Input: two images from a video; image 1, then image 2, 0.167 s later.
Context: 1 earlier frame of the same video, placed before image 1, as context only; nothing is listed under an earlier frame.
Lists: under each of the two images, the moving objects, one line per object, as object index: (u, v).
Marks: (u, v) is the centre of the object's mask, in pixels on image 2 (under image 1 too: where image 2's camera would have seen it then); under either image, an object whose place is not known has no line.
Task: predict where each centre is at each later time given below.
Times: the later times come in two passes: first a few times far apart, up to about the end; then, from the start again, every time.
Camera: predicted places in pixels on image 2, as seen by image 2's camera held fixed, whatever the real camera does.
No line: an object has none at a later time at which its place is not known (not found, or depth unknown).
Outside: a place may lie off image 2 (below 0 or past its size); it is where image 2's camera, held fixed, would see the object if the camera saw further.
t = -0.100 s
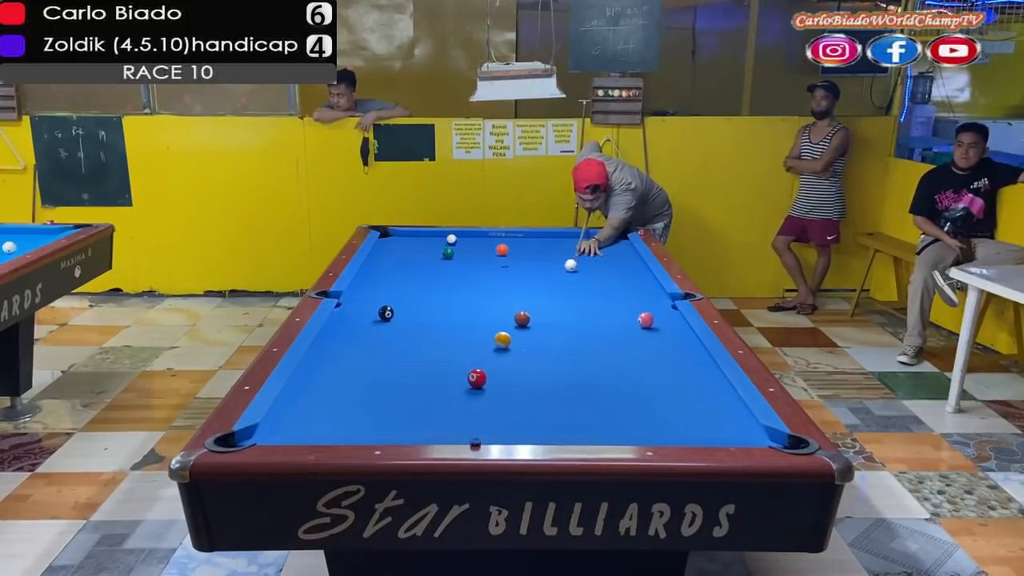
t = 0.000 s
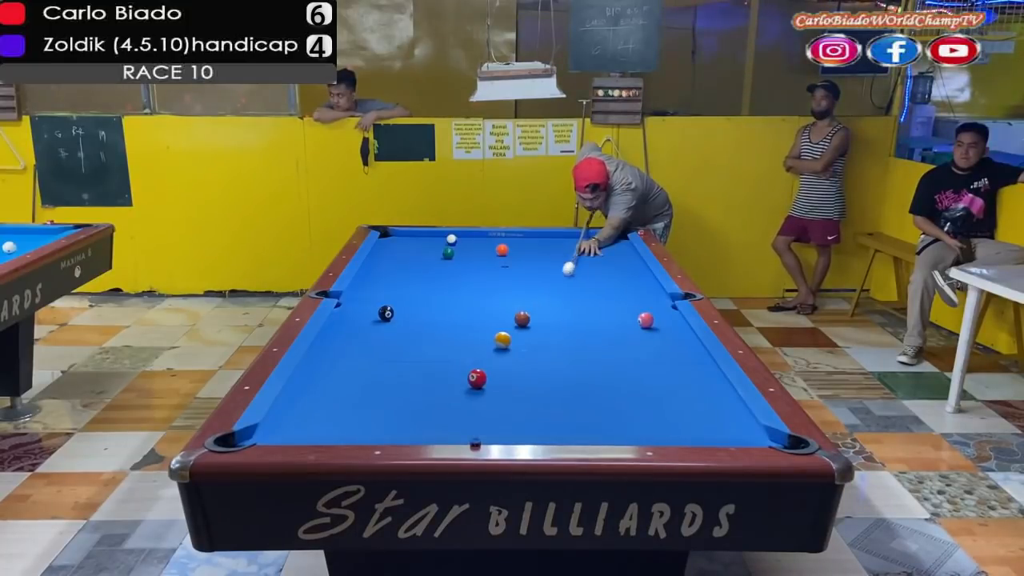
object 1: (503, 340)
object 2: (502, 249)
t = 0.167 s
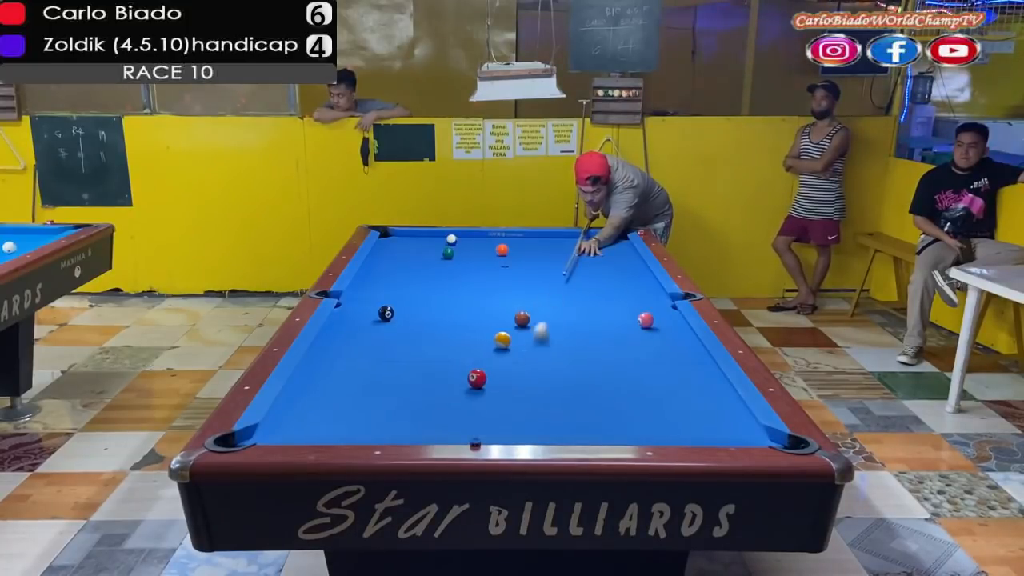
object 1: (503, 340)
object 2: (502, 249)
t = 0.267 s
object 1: (503, 339)
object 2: (502, 250)
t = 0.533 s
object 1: (503, 339)
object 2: (502, 249)
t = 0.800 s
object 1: (583, 306)
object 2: (502, 249)
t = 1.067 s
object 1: (638, 284)
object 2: (502, 250)
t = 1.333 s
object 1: (620, 269)
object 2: (502, 249)
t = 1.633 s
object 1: (583, 257)
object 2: (502, 249)
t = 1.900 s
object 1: (555, 247)
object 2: (502, 250)
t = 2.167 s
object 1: (530, 238)
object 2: (502, 250)
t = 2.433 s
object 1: (506, 235)
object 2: (502, 250)
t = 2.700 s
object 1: (483, 239)
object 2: (502, 250)
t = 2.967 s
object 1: (459, 243)
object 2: (502, 249)
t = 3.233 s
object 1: (434, 247)
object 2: (508, 249)
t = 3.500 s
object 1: (410, 250)
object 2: (518, 249)
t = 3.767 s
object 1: (386, 254)
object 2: (527, 248)
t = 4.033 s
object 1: (377, 258)
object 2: (535, 248)
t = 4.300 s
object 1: (387, 261)
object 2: (541, 248)
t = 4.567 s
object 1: (397, 264)
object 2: (546, 248)
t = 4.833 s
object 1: (407, 267)
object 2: (550, 247)
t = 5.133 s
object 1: (416, 270)
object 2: (552, 247)
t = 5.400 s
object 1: (424, 272)
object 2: (553, 247)
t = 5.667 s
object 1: (431, 274)
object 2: (553, 247)
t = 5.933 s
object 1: (437, 275)
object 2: (553, 247)
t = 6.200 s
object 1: (442, 277)
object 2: (553, 247)
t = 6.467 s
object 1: (447, 278)
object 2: (553, 247)
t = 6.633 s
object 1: (449, 279)
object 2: (553, 247)
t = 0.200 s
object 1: (503, 340)
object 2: (502, 249)
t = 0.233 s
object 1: (503, 339)
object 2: (502, 250)
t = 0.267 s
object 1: (503, 339)
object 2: (502, 250)
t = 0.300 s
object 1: (503, 340)
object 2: (502, 249)
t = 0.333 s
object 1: (503, 340)
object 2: (502, 249)
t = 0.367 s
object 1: (503, 340)
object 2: (502, 249)
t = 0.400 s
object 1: (503, 340)
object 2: (502, 249)
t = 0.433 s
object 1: (503, 340)
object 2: (502, 249)
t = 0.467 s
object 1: (503, 340)
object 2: (502, 249)
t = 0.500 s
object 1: (503, 340)
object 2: (502, 249)
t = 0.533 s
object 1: (503, 339)
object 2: (502, 249)
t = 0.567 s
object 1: (512, 335)
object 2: (502, 249)
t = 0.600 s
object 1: (525, 329)
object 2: (502, 249)
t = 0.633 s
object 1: (537, 325)
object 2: (502, 249)
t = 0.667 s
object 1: (547, 321)
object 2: (502, 250)
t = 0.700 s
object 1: (557, 316)
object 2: (502, 249)
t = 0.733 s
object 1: (567, 313)
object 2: (502, 249)
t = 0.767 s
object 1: (575, 310)
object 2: (502, 249)
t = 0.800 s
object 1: (583, 306)
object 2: (502, 249)
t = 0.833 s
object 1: (590, 303)
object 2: (502, 250)
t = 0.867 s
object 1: (598, 300)
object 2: (502, 250)
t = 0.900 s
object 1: (605, 297)
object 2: (502, 249)
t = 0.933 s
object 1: (612, 294)
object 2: (502, 249)
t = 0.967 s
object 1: (619, 292)
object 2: (502, 249)
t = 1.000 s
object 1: (625, 289)
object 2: (502, 250)
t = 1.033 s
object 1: (632, 286)
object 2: (502, 250)
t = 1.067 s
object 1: (638, 284)
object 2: (502, 250)
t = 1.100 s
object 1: (644, 281)
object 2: (502, 250)
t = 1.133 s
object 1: (650, 279)
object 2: (502, 250)
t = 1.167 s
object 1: (645, 277)
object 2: (502, 250)
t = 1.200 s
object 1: (639, 276)
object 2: (502, 250)
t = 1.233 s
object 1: (634, 274)
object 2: (502, 250)
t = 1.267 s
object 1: (629, 272)
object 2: (502, 250)
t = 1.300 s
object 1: (625, 271)
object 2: (502, 249)
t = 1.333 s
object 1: (620, 269)
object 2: (502, 249)
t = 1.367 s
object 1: (616, 268)
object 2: (502, 250)
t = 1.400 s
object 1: (612, 266)
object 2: (502, 249)
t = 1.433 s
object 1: (608, 265)
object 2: (502, 250)
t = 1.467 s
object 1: (603, 263)
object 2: (502, 249)
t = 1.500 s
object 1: (599, 262)
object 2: (502, 249)
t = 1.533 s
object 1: (595, 261)
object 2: (502, 250)
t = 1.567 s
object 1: (592, 260)
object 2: (502, 250)
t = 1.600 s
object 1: (588, 258)
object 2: (502, 249)
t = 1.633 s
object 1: (583, 257)
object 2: (502, 249)
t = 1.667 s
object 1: (580, 256)
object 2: (502, 249)
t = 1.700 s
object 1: (576, 254)
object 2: (502, 250)
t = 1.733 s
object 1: (573, 253)
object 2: (502, 250)
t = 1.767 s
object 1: (569, 252)
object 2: (502, 250)
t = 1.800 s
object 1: (566, 250)
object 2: (502, 250)
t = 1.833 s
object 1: (562, 249)
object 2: (502, 250)
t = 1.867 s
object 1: (559, 248)
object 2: (502, 250)
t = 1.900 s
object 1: (555, 247)
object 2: (502, 250)
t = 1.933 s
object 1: (552, 246)
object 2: (502, 250)
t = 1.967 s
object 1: (549, 245)
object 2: (502, 250)
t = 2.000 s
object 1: (546, 244)
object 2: (502, 250)
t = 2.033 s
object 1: (542, 242)
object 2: (502, 250)
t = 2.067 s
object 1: (539, 242)
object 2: (502, 250)
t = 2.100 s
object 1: (536, 240)
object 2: (502, 250)
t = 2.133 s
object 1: (533, 239)
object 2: (502, 250)
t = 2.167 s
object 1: (530, 238)
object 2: (502, 250)
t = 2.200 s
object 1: (527, 237)
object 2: (502, 250)
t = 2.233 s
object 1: (524, 236)
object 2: (502, 250)
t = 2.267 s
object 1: (521, 235)
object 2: (502, 250)
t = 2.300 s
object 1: (518, 235)
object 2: (502, 250)
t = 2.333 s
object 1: (516, 233)
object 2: (502, 250)
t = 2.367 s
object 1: (512, 234)
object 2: (502, 250)
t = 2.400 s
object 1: (509, 234)
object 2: (502, 250)
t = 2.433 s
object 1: (506, 235)
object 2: (502, 250)
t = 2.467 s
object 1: (504, 235)
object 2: (502, 250)
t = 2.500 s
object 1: (500, 236)
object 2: (502, 250)
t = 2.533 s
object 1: (498, 236)
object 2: (502, 250)
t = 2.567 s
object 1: (494, 237)
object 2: (502, 250)
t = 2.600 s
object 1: (492, 237)
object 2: (502, 250)
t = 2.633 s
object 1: (489, 238)
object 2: (502, 250)
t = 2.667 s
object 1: (486, 238)
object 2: (502, 250)
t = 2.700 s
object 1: (483, 239)
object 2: (502, 250)
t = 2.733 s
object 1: (480, 239)
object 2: (502, 250)
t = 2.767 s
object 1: (477, 240)
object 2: (502, 250)
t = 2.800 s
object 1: (474, 240)
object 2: (502, 249)
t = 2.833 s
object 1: (471, 241)
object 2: (502, 250)
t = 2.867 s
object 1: (468, 241)
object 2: (502, 250)
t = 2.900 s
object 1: (465, 242)
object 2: (502, 249)
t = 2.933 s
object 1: (462, 242)
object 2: (502, 250)
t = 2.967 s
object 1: (459, 243)
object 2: (502, 249)
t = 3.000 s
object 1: (456, 243)
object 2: (502, 249)
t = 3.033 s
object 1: (453, 243)
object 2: (502, 249)
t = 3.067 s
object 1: (450, 244)
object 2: (502, 250)
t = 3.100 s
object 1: (446, 244)
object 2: (503, 249)
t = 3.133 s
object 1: (443, 245)
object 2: (504, 249)
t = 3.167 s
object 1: (440, 246)
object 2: (505, 250)
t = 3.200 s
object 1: (437, 246)
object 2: (507, 249)
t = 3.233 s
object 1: (434, 247)
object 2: (508, 249)
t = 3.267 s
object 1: (431, 247)
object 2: (510, 249)
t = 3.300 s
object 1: (428, 247)
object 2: (511, 249)
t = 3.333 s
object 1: (425, 248)
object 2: (512, 249)
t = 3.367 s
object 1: (422, 249)
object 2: (514, 249)
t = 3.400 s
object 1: (419, 249)
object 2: (515, 249)
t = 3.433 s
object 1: (416, 249)
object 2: (516, 249)
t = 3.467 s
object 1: (413, 250)
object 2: (517, 249)
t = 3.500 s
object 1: (410, 250)
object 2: (518, 249)
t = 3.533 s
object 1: (407, 251)
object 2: (519, 249)
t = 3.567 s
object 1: (404, 252)
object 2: (521, 249)
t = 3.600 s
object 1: (401, 252)
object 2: (522, 249)
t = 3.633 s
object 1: (398, 253)
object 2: (523, 249)
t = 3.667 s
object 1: (395, 253)
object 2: (524, 248)
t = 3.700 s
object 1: (392, 253)
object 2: (525, 248)
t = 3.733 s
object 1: (389, 254)
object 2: (526, 248)
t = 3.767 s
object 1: (386, 254)
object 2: (527, 248)
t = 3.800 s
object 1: (383, 255)
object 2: (528, 248)
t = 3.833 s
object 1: (380, 255)
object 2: (529, 248)
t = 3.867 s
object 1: (377, 256)
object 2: (530, 248)
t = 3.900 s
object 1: (374, 256)
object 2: (531, 248)
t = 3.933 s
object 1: (373, 257)
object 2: (532, 248)
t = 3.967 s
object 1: (374, 257)
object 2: (533, 248)
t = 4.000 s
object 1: (375, 257)
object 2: (534, 248)
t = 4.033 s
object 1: (377, 258)
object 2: (535, 248)
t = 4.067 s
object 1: (378, 258)
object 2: (535, 248)
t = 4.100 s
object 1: (379, 259)
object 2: (536, 248)
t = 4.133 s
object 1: (380, 259)
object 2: (537, 248)
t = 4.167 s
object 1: (382, 259)
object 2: (538, 248)
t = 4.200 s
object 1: (383, 260)
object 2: (539, 248)
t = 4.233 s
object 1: (385, 260)
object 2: (540, 248)
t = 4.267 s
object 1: (386, 261)
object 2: (540, 248)
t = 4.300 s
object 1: (387, 261)
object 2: (541, 248)
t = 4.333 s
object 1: (388, 261)
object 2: (542, 248)
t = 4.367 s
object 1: (390, 262)
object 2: (543, 248)
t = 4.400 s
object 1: (391, 262)
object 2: (543, 248)
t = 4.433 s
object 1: (392, 262)
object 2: (544, 248)
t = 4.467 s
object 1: (393, 263)
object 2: (544, 247)
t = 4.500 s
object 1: (395, 263)
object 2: (545, 247)
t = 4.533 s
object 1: (396, 264)
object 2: (545, 248)
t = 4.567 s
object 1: (397, 264)
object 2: (546, 248)
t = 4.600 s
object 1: (398, 264)
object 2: (547, 247)
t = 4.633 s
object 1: (399, 265)
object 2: (547, 247)
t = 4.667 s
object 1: (401, 265)
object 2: (547, 248)
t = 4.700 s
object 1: (402, 265)
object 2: (548, 247)
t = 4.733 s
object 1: (403, 266)
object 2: (549, 247)
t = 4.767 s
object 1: (404, 266)
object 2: (549, 247)
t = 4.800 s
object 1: (405, 266)
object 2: (549, 247)
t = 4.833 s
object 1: (407, 267)
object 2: (550, 247)
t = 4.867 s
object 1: (408, 267)
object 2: (550, 247)
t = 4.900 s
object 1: (409, 267)
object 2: (550, 247)
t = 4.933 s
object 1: (410, 268)
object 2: (550, 247)
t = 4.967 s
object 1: (411, 268)
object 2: (551, 247)
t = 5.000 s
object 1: (412, 268)
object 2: (551, 247)
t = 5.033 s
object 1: (413, 269)
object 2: (551, 247)
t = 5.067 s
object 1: (414, 269)
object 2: (551, 247)
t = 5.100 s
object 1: (415, 269)
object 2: (552, 247)
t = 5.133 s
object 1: (416, 270)
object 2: (552, 247)
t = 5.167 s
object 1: (417, 270)
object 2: (552, 247)
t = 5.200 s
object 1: (418, 270)
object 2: (553, 247)
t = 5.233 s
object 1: (419, 271)
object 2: (553, 247)
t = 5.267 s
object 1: (420, 271)
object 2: (553, 247)
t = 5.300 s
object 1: (421, 271)
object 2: (553, 247)
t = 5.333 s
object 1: (422, 271)
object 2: (553, 247)
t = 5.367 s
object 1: (423, 272)
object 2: (553, 247)
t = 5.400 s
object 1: (424, 272)
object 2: (553, 247)
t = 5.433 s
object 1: (425, 272)
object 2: (553, 247)
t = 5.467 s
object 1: (426, 272)
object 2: (553, 247)
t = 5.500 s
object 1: (426, 273)
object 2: (553, 247)
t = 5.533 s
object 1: (427, 273)
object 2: (553, 247)
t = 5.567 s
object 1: (428, 273)
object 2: (553, 247)
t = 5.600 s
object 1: (429, 273)
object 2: (553, 247)
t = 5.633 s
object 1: (430, 273)
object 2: (553, 247)
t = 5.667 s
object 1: (431, 274)
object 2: (553, 247)
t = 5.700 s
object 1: (432, 274)
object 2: (553, 247)
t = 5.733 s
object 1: (432, 274)
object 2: (554, 247)
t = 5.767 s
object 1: (433, 275)
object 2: (554, 247)
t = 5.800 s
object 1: (434, 275)
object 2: (554, 247)
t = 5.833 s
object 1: (435, 275)
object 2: (554, 247)
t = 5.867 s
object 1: (436, 275)
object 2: (554, 247)
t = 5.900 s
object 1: (436, 275)
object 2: (554, 247)
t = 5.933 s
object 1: (437, 275)
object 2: (553, 247)
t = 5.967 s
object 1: (438, 276)
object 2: (553, 247)
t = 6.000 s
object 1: (438, 276)
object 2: (553, 247)
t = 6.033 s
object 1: (439, 276)
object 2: (553, 247)
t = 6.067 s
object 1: (440, 276)
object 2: (553, 247)
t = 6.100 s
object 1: (441, 277)
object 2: (553, 247)
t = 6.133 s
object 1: (441, 277)
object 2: (553, 247)
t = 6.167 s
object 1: (442, 277)
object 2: (553, 247)
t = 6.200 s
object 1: (442, 277)
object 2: (553, 247)
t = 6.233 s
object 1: (443, 277)
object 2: (553, 247)
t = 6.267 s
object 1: (444, 277)
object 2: (553, 247)
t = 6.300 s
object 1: (444, 278)
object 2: (553, 247)
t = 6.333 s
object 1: (445, 278)
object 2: (553, 247)
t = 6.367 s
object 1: (445, 278)
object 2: (553, 247)
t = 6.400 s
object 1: (446, 278)
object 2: (553, 247)
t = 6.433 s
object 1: (446, 278)
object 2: (553, 247)
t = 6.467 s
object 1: (447, 278)
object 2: (553, 247)
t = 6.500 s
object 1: (447, 279)
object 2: (553, 247)
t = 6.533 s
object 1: (448, 279)
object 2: (553, 247)
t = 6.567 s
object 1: (448, 279)
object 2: (553, 247)
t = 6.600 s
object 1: (449, 279)
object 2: (553, 247)
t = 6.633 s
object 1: (449, 279)
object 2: (553, 247)
